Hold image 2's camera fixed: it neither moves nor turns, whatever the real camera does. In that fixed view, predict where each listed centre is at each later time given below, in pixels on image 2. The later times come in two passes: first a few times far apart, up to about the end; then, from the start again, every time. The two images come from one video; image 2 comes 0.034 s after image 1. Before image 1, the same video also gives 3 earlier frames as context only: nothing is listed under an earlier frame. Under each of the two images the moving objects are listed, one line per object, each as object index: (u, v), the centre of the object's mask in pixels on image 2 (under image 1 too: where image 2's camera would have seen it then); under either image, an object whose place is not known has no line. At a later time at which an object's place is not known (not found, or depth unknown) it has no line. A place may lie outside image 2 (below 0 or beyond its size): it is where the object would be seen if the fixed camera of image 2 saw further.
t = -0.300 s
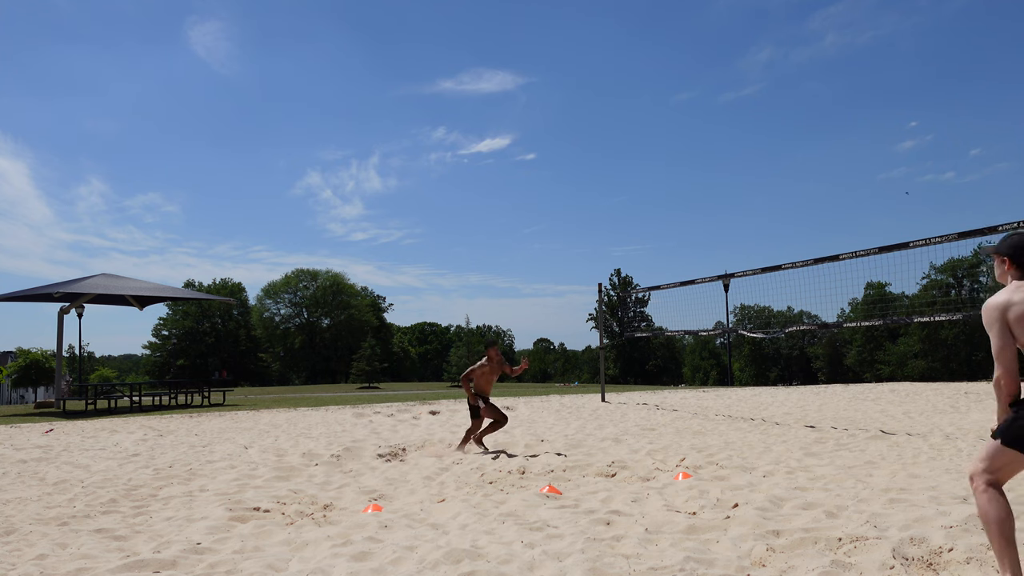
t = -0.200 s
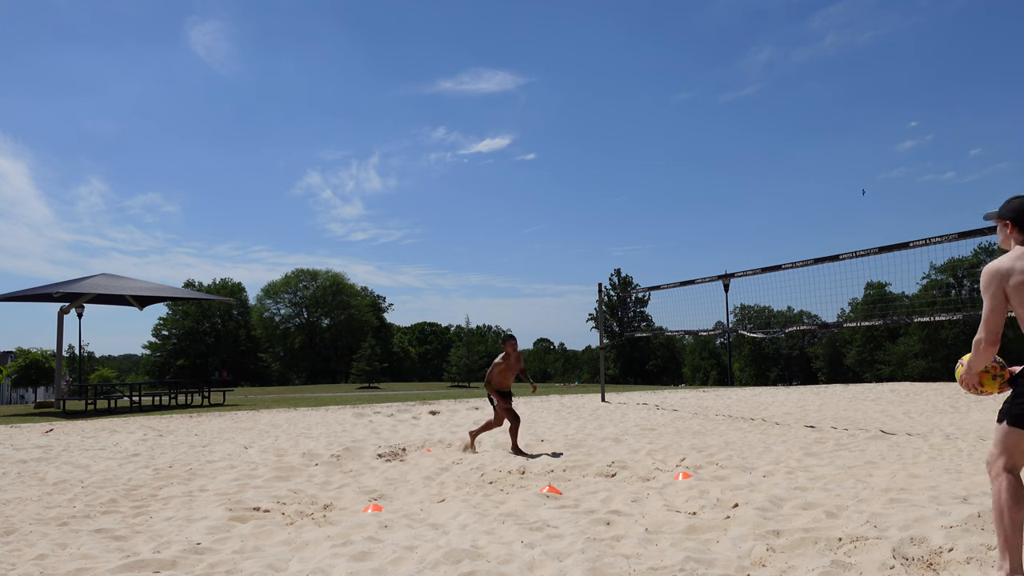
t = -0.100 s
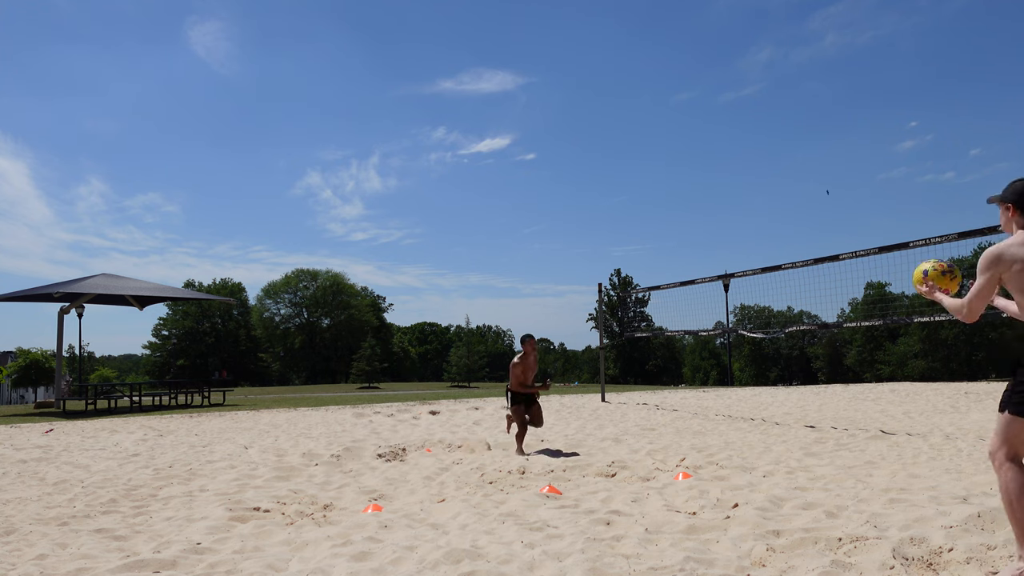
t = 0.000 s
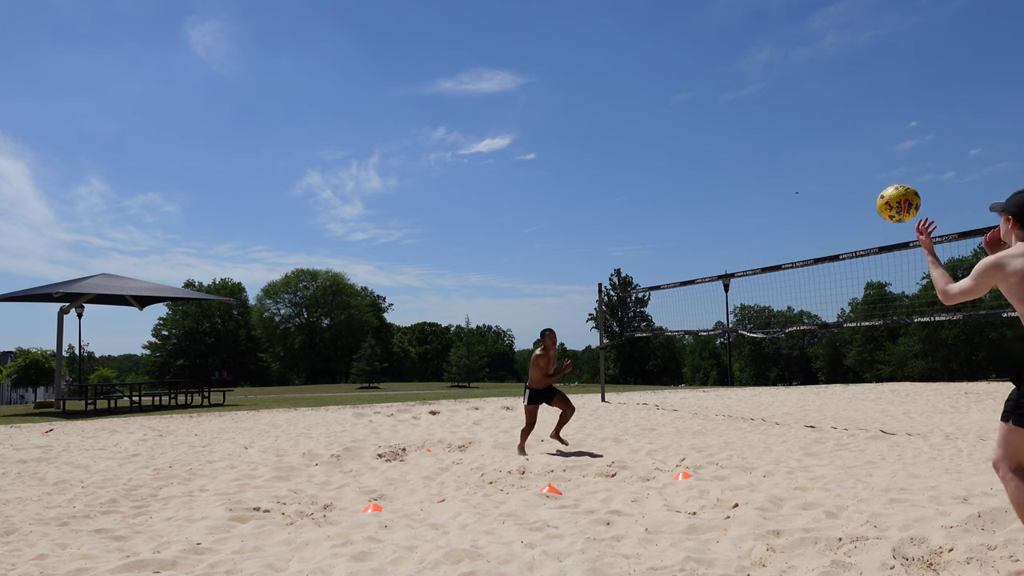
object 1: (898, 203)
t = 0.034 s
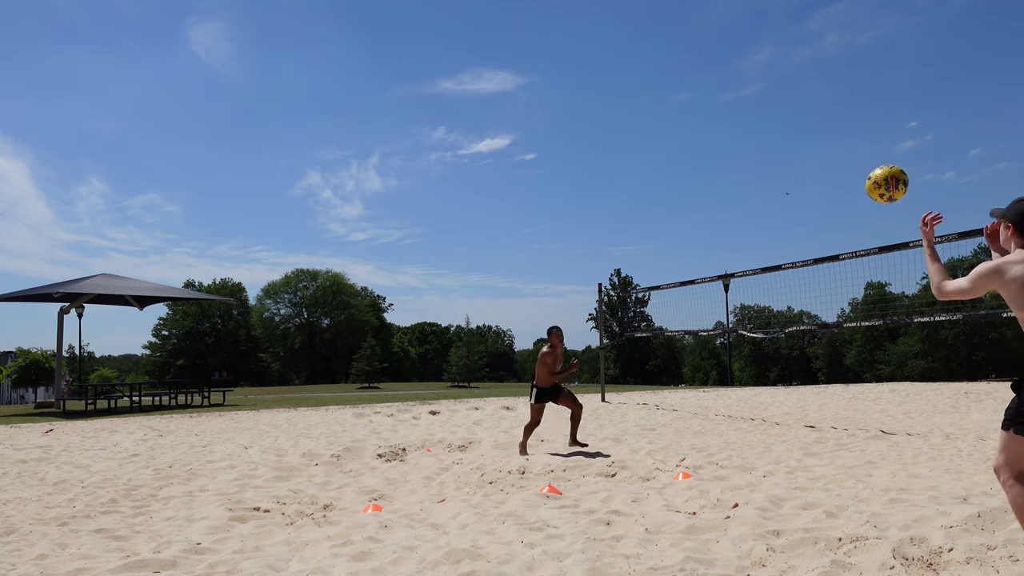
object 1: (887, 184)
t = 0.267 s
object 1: (821, 112)
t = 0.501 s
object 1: (775, 125)
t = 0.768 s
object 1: (739, 217)
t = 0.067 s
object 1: (876, 167)
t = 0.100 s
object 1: (866, 152)
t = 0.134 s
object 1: (856, 140)
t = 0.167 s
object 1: (846, 130)
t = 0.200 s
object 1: (838, 122)
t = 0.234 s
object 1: (829, 116)
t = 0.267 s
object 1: (821, 112)
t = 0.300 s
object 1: (814, 109)
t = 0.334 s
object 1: (806, 108)
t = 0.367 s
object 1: (799, 109)
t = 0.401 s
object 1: (793, 111)
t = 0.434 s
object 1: (787, 114)
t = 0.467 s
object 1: (781, 119)
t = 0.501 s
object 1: (775, 125)
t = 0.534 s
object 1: (770, 133)
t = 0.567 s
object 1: (765, 141)
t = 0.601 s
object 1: (760, 151)
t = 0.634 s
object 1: (756, 162)
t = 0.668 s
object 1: (751, 174)
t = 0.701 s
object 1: (747, 187)
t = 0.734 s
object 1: (743, 201)
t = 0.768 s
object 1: (739, 217)
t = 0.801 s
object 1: (736, 233)
